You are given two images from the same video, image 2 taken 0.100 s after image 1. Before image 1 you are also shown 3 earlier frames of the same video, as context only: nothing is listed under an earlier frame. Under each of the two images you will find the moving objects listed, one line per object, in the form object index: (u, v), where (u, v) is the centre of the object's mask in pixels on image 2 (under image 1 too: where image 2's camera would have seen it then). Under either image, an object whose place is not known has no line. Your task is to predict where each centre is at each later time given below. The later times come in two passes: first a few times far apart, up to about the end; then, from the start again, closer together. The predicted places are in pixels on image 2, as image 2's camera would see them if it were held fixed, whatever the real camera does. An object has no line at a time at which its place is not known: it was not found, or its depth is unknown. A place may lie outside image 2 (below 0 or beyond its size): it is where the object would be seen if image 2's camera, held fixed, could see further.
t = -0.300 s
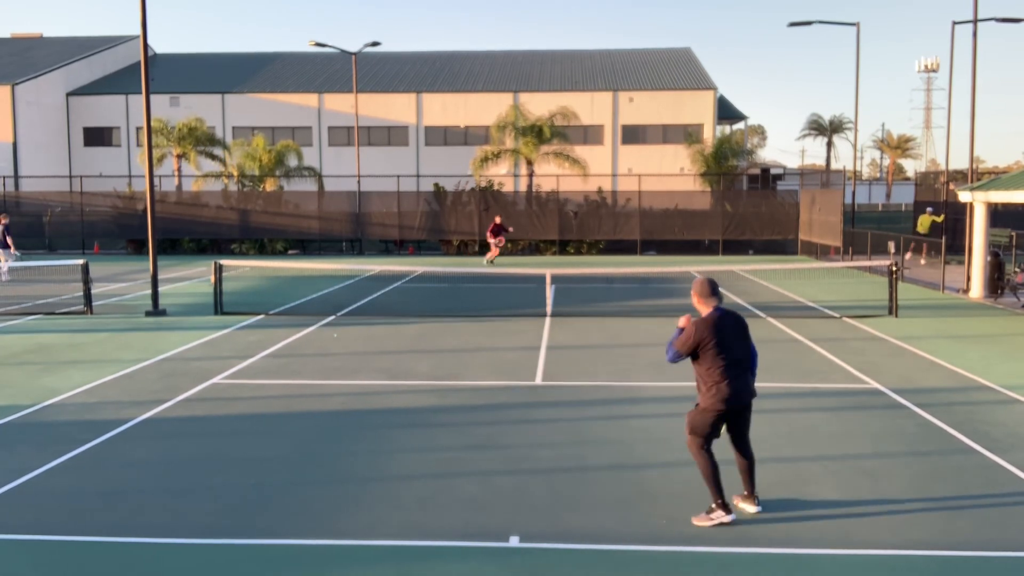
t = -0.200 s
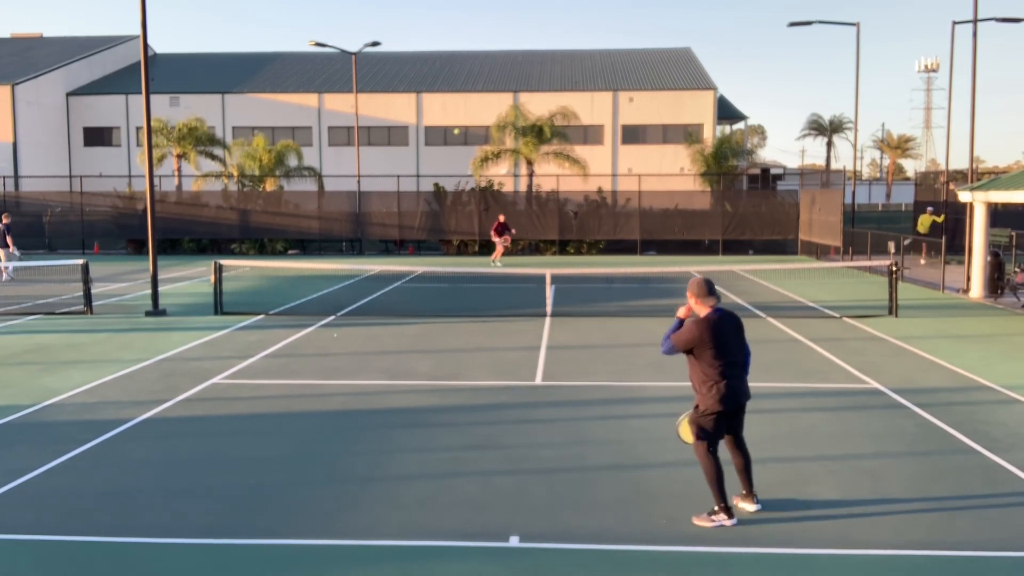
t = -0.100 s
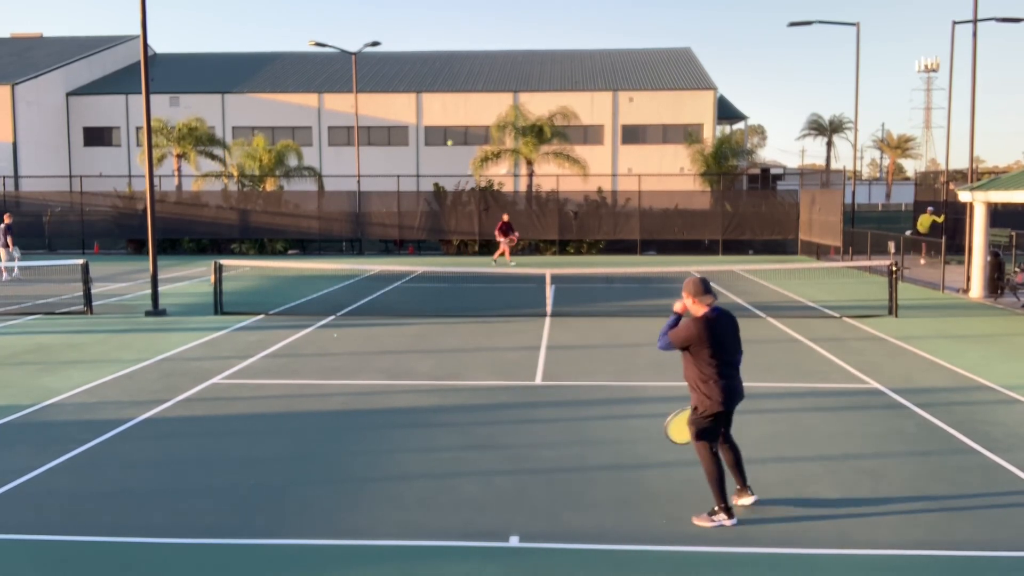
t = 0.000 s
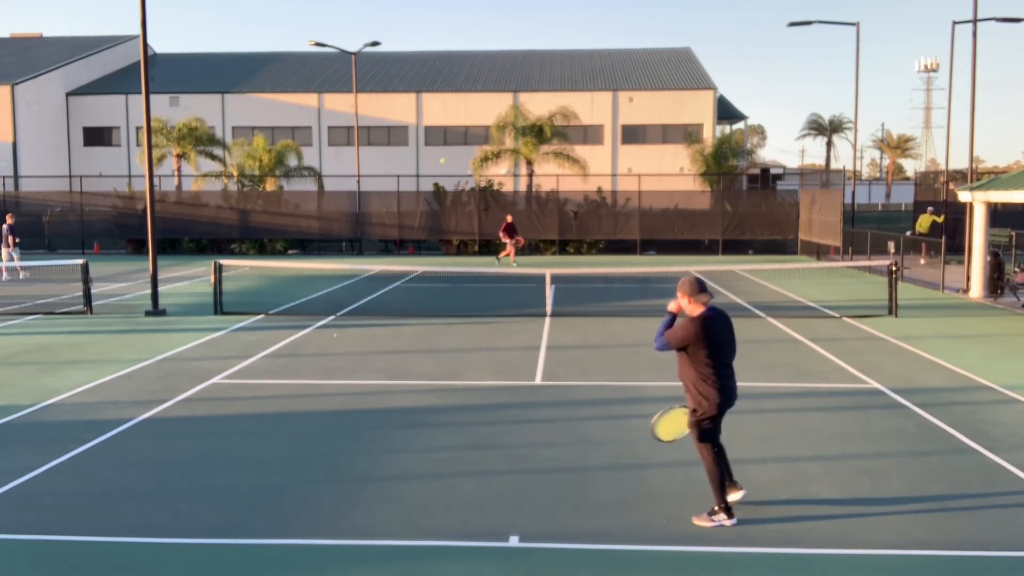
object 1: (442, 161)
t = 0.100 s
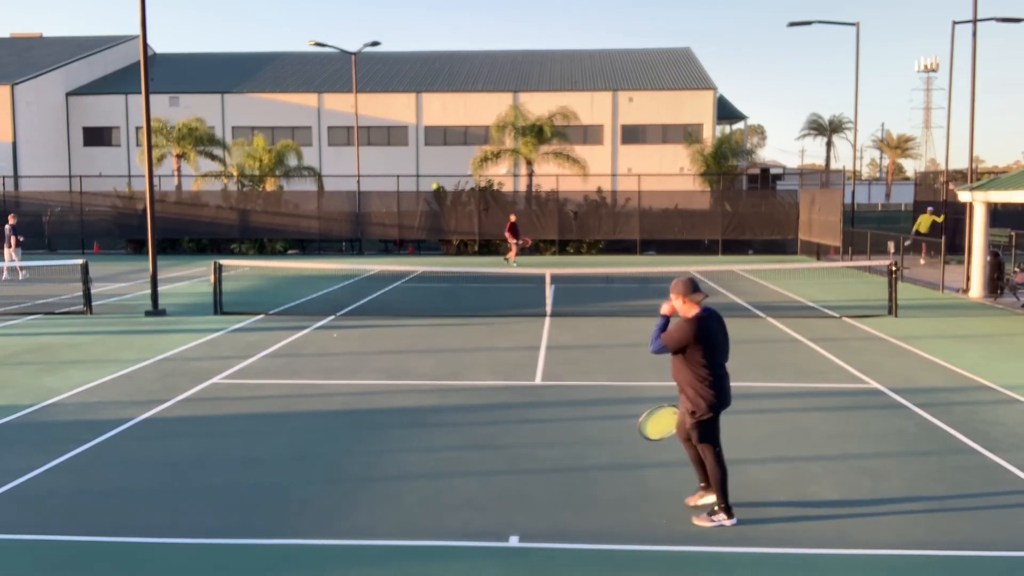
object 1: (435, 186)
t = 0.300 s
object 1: (416, 262)
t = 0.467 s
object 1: (398, 363)
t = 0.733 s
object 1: (386, 328)
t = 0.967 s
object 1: (380, 289)
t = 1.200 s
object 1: (374, 301)
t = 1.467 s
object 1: (371, 384)
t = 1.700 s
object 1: (364, 403)
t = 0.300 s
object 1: (416, 262)
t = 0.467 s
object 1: (398, 363)
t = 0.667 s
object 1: (388, 348)
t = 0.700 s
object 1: (387, 338)
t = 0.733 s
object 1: (386, 328)
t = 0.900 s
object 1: (381, 295)
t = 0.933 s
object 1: (380, 291)
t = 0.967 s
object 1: (380, 289)
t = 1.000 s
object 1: (379, 287)
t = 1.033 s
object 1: (378, 287)
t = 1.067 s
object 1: (377, 287)
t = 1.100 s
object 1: (376, 289)
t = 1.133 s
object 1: (376, 292)
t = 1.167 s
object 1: (375, 296)
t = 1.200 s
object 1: (374, 301)
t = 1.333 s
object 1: (372, 333)
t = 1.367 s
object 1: (372, 344)
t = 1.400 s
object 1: (371, 356)
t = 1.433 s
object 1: (371, 369)
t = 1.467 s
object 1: (371, 384)
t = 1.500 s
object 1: (370, 399)
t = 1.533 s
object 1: (370, 416)
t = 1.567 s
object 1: (370, 433)
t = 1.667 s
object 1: (366, 412)
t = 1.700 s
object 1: (364, 403)
